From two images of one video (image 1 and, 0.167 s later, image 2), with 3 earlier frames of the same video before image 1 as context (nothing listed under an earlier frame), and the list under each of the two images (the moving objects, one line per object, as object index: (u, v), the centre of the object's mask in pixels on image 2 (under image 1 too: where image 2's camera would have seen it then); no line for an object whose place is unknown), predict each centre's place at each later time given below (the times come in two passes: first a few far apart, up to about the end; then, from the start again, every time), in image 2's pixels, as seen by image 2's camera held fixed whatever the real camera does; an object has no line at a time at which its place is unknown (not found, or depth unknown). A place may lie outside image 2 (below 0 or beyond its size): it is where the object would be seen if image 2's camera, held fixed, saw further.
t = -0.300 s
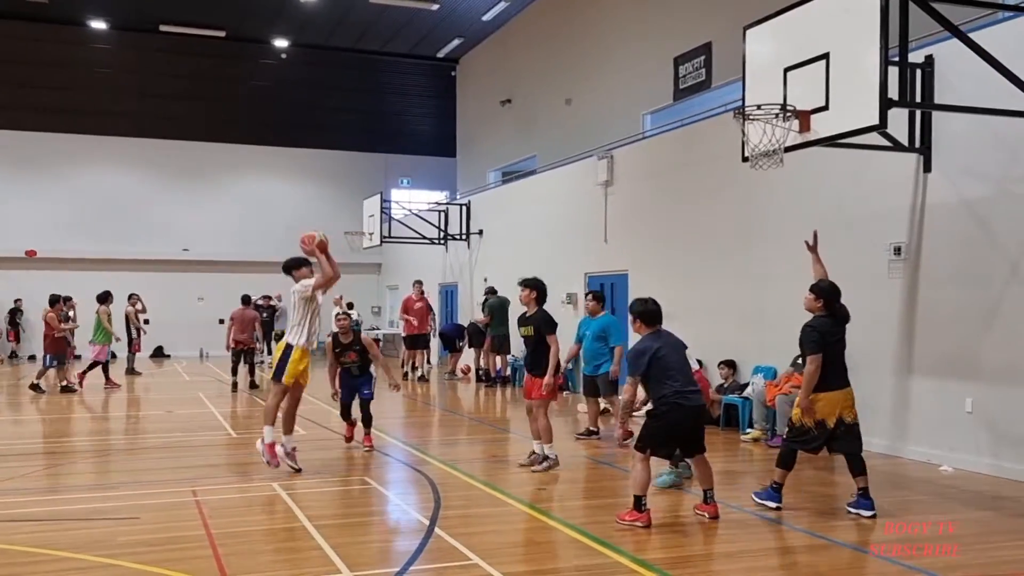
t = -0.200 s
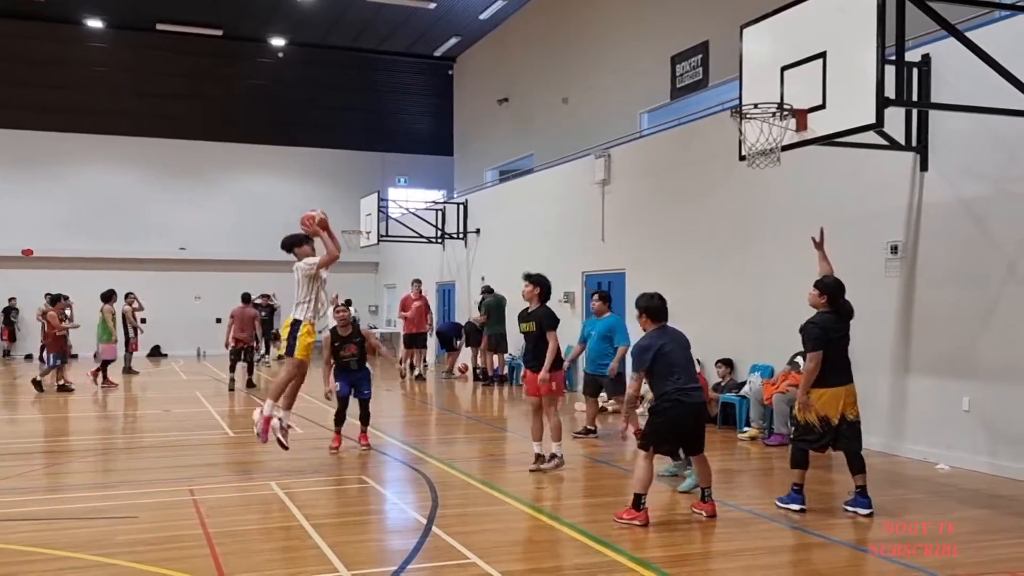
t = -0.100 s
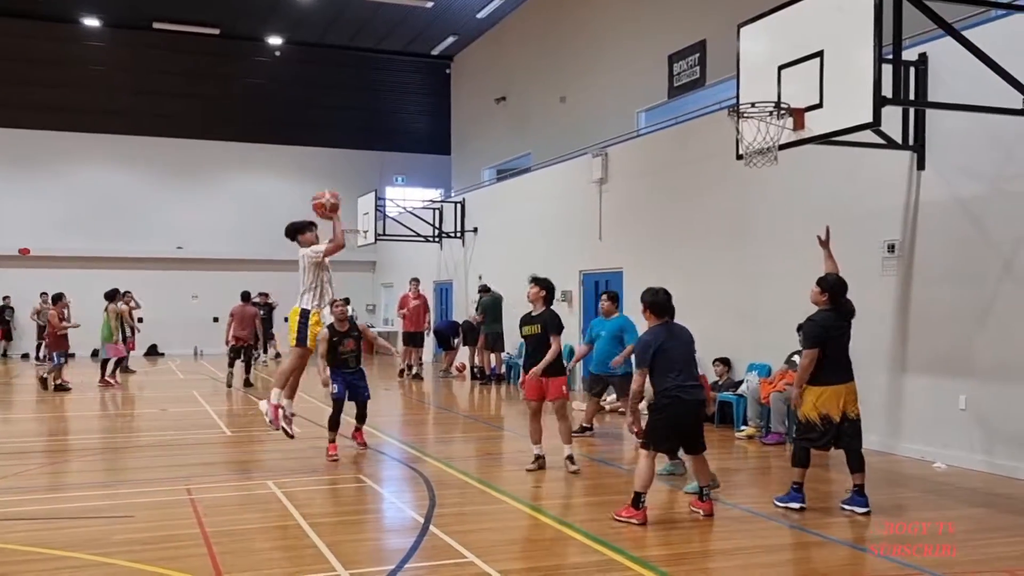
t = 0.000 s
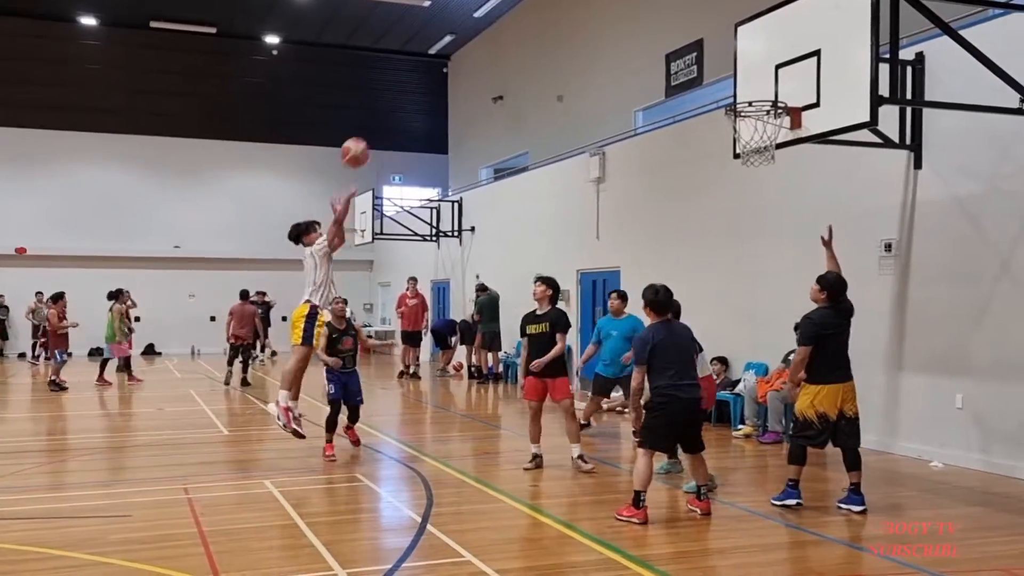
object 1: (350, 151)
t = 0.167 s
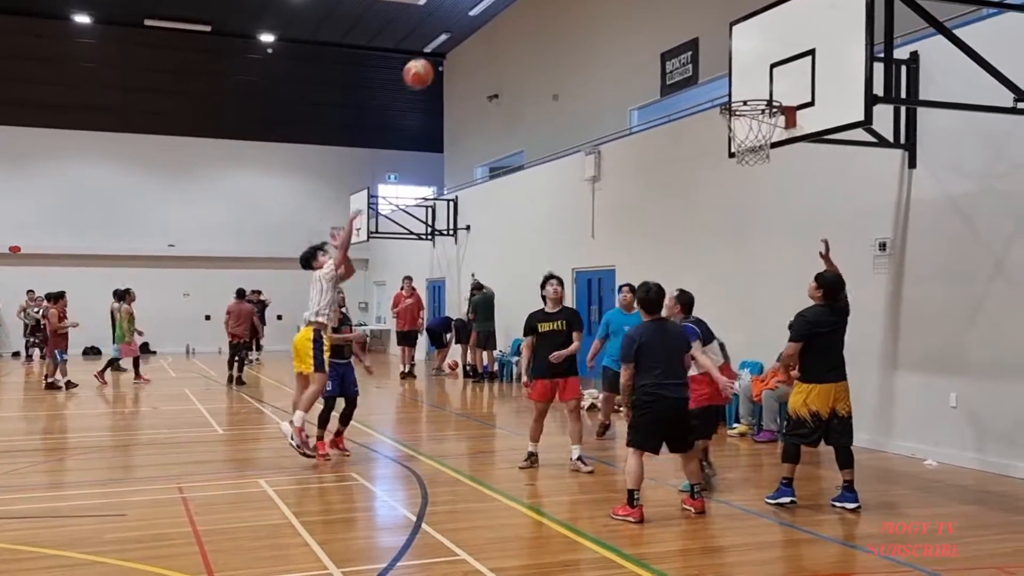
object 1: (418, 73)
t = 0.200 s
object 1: (431, 62)
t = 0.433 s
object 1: (532, 12)
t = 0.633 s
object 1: (621, 16)
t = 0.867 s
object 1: (729, 84)
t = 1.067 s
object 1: (757, 46)
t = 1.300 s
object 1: (787, 59)
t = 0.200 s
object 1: (431, 62)
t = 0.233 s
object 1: (446, 50)
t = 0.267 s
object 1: (460, 40)
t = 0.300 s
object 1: (474, 32)
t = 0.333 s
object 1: (488, 24)
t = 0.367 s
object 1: (503, 18)
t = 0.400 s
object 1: (517, 14)
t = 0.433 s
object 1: (532, 12)
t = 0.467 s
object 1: (547, 11)
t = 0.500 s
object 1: (561, 11)
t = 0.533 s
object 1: (576, 11)
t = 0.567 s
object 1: (592, 12)
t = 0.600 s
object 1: (606, 13)
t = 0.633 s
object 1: (621, 16)
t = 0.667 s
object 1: (637, 21)
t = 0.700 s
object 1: (652, 27)
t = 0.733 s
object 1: (667, 37)
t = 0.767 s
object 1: (683, 47)
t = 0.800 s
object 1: (698, 57)
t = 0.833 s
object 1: (713, 70)
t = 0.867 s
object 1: (729, 84)
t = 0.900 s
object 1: (735, 79)
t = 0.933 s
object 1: (740, 70)
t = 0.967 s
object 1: (744, 62)
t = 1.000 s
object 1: (748, 56)
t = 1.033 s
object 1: (752, 50)
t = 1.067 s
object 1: (757, 46)
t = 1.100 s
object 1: (761, 44)
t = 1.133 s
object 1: (765, 43)
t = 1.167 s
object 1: (770, 43)
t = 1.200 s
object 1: (774, 45)
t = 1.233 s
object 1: (778, 48)
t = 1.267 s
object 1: (783, 53)
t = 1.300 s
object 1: (787, 59)
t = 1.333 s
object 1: (792, 67)
